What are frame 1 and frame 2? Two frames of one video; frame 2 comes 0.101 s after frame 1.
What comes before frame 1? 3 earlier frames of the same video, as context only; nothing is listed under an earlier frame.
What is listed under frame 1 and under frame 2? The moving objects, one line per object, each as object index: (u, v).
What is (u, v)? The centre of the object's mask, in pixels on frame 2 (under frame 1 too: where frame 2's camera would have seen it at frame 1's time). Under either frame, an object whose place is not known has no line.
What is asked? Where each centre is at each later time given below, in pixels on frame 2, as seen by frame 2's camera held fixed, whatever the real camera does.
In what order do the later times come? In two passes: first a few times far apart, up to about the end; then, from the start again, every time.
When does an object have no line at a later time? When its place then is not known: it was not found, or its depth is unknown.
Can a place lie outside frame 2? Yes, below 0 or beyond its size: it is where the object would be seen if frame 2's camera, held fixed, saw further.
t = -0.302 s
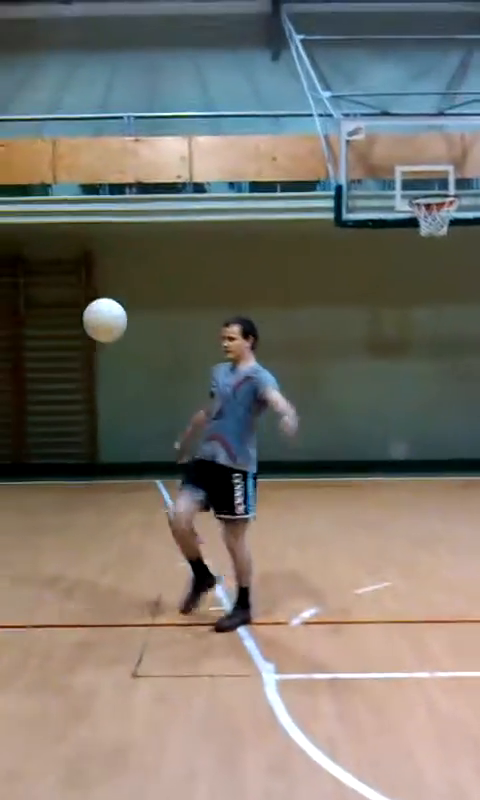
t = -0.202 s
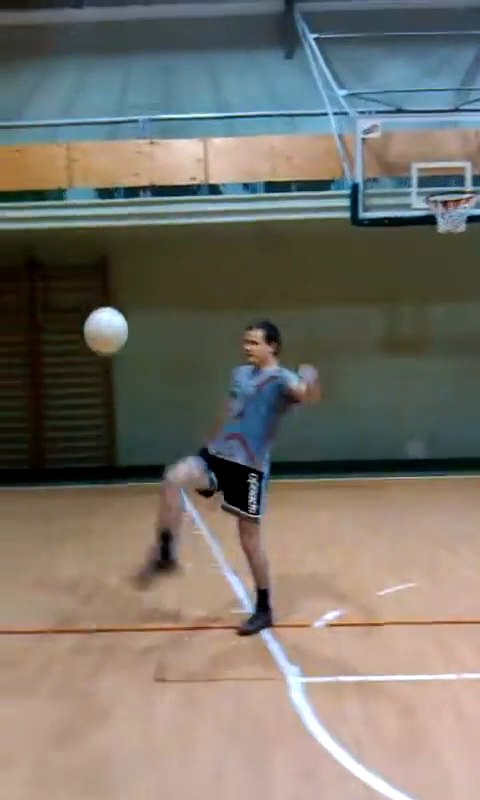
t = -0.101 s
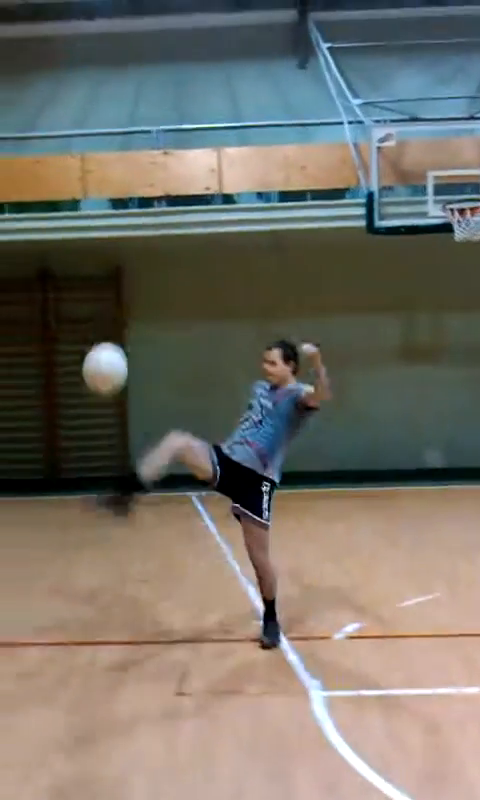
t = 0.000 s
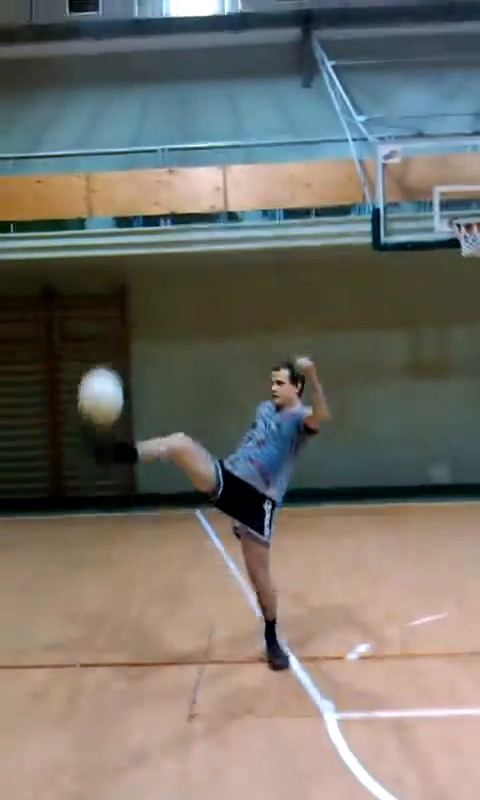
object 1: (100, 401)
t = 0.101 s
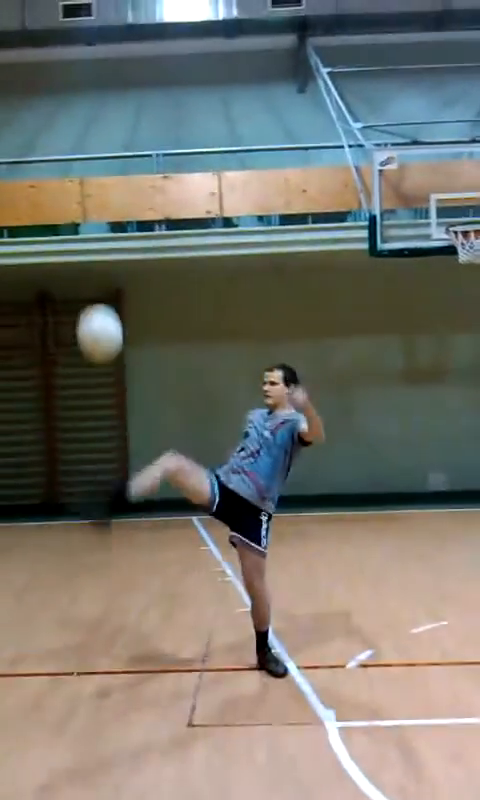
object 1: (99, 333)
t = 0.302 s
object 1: (108, 257)
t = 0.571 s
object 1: (125, 277)
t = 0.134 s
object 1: (101, 313)
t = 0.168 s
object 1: (102, 297)
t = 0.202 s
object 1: (104, 284)
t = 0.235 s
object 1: (105, 272)
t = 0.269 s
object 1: (106, 264)
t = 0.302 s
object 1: (108, 257)
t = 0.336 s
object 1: (110, 252)
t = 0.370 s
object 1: (112, 250)
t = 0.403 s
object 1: (114, 249)
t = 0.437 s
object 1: (116, 251)
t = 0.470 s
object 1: (119, 254)
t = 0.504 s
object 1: (121, 259)
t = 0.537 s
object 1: (123, 267)
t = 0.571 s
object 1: (125, 277)
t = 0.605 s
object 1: (126, 289)
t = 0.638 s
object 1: (127, 302)
